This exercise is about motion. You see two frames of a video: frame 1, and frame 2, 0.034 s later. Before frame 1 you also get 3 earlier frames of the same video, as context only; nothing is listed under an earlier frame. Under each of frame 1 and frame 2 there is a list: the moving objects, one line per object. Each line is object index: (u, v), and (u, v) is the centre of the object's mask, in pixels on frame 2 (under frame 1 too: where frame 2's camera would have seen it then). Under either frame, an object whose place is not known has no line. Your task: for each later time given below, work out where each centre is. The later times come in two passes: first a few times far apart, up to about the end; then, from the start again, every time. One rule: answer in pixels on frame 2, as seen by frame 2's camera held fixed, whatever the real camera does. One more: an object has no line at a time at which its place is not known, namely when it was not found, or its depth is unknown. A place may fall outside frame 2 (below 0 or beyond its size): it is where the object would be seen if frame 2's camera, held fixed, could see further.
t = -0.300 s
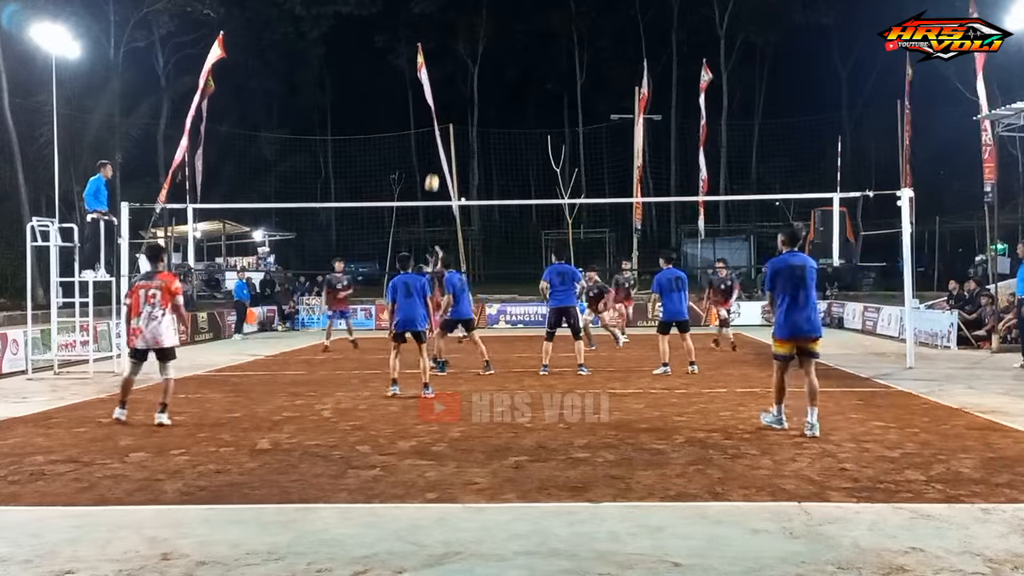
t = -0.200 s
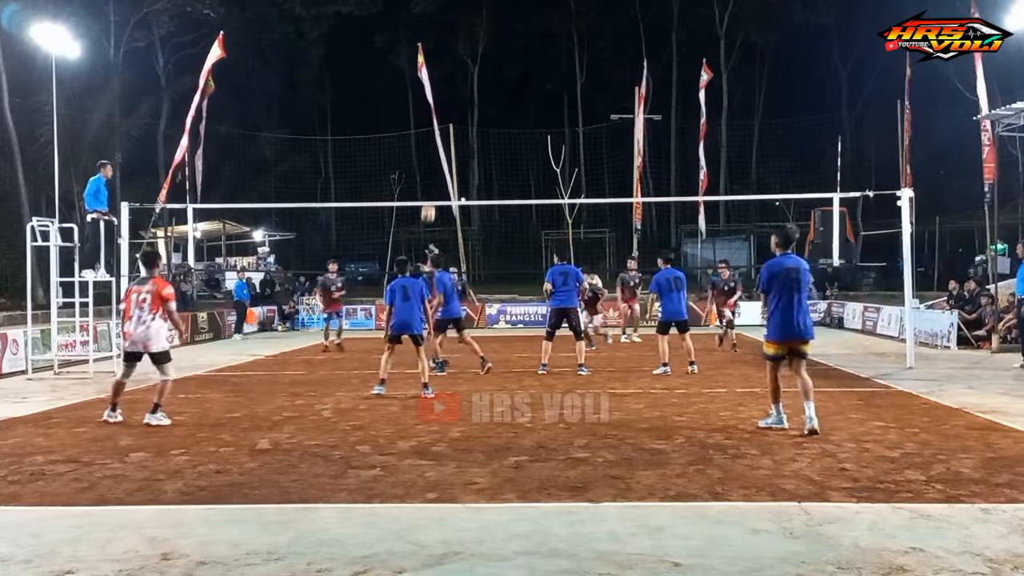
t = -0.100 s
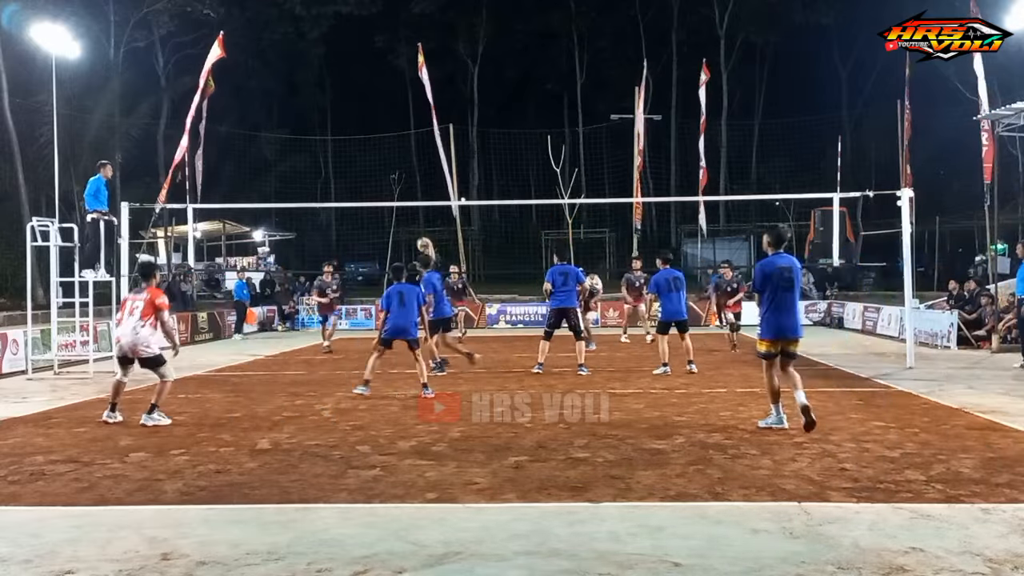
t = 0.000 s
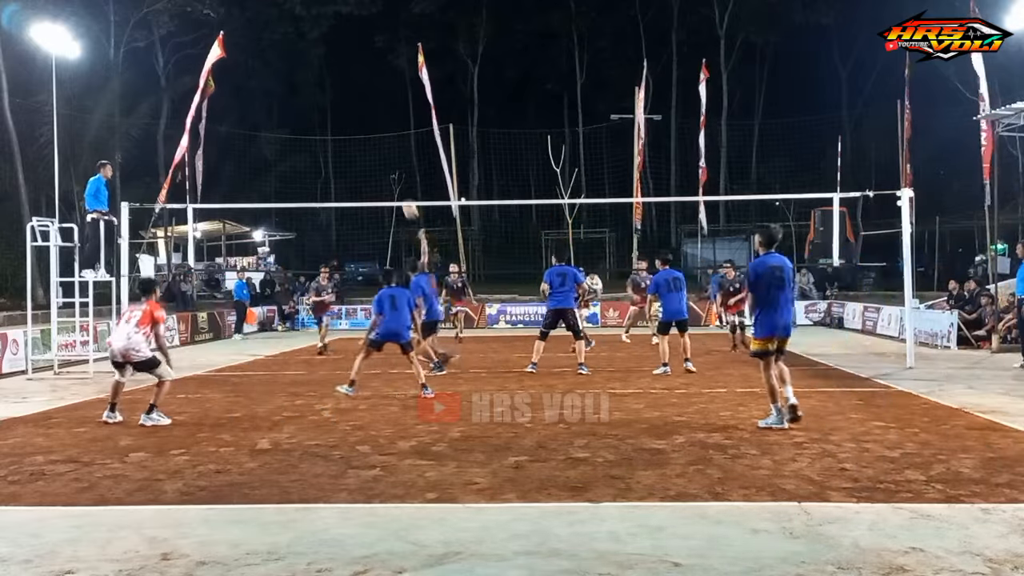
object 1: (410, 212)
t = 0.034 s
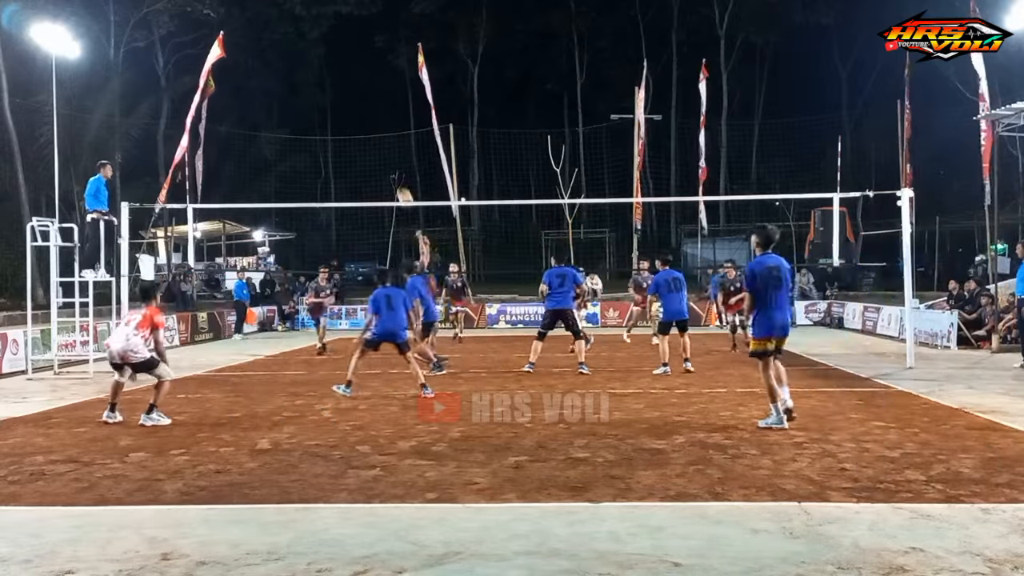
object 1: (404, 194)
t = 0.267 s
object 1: (373, 134)
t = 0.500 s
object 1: (343, 107)
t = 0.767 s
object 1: (310, 118)
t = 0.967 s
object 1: (286, 155)
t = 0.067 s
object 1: (400, 186)
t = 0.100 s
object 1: (395, 176)
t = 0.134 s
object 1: (390, 166)
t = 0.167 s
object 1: (386, 157)
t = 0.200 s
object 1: (381, 148)
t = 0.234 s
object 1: (377, 141)
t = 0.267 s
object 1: (373, 134)
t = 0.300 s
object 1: (368, 128)
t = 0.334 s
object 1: (364, 123)
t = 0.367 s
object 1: (360, 118)
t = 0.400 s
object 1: (355, 114)
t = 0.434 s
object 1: (351, 111)
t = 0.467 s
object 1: (347, 109)
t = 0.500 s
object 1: (343, 107)
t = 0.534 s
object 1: (338, 106)
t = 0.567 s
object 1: (334, 106)
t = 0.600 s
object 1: (330, 106)
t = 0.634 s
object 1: (326, 107)
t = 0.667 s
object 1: (322, 108)
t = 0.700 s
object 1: (318, 111)
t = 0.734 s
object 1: (314, 114)
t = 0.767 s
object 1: (310, 118)
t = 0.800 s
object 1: (306, 122)
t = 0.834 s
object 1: (302, 127)
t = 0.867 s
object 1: (298, 133)
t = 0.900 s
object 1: (294, 140)
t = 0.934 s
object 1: (290, 147)
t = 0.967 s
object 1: (286, 155)
